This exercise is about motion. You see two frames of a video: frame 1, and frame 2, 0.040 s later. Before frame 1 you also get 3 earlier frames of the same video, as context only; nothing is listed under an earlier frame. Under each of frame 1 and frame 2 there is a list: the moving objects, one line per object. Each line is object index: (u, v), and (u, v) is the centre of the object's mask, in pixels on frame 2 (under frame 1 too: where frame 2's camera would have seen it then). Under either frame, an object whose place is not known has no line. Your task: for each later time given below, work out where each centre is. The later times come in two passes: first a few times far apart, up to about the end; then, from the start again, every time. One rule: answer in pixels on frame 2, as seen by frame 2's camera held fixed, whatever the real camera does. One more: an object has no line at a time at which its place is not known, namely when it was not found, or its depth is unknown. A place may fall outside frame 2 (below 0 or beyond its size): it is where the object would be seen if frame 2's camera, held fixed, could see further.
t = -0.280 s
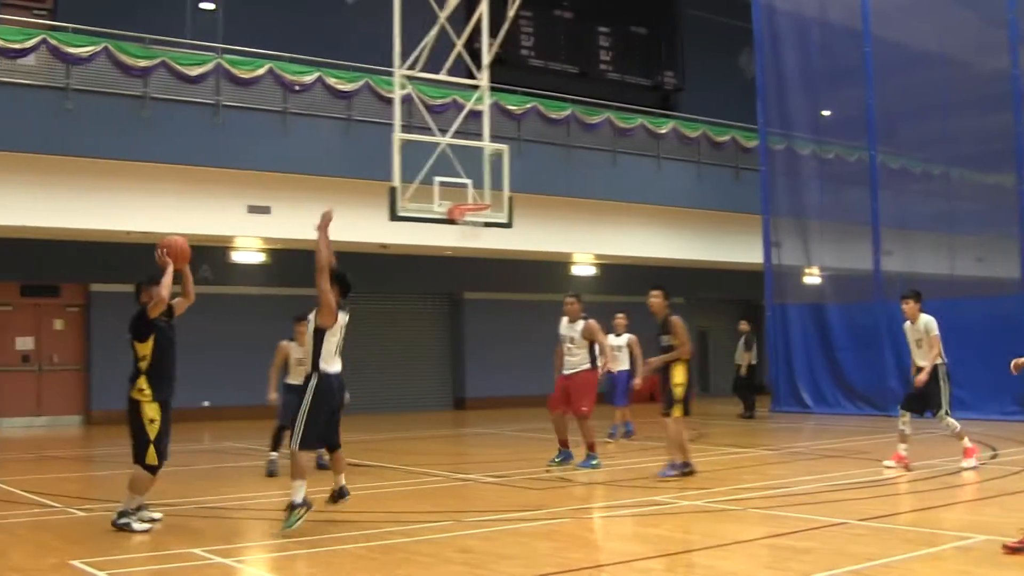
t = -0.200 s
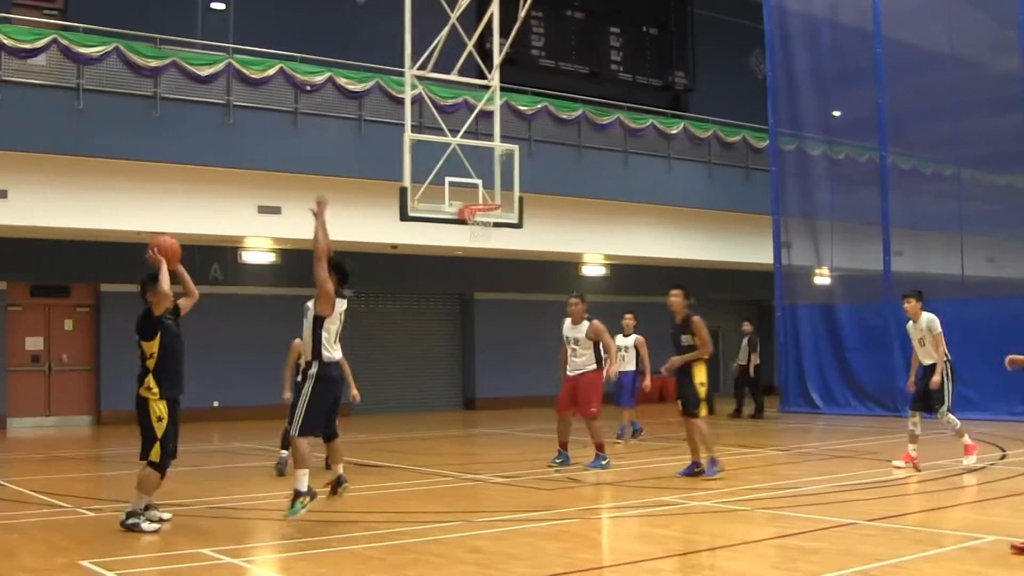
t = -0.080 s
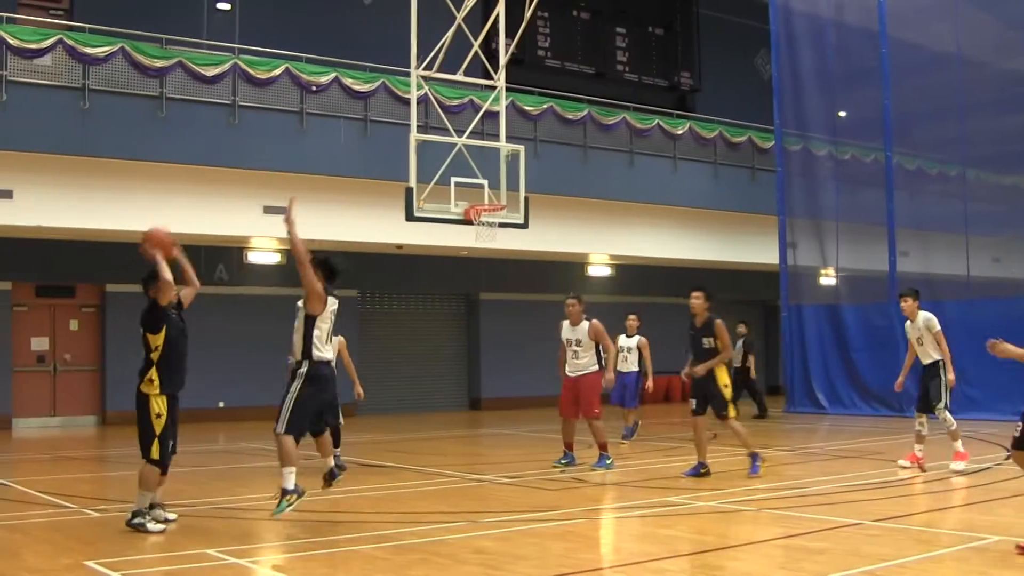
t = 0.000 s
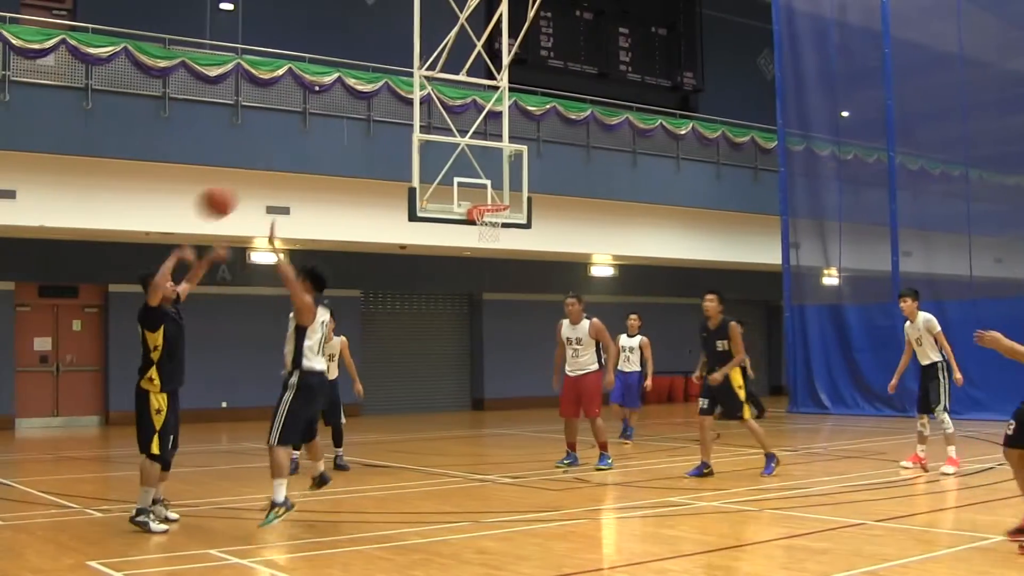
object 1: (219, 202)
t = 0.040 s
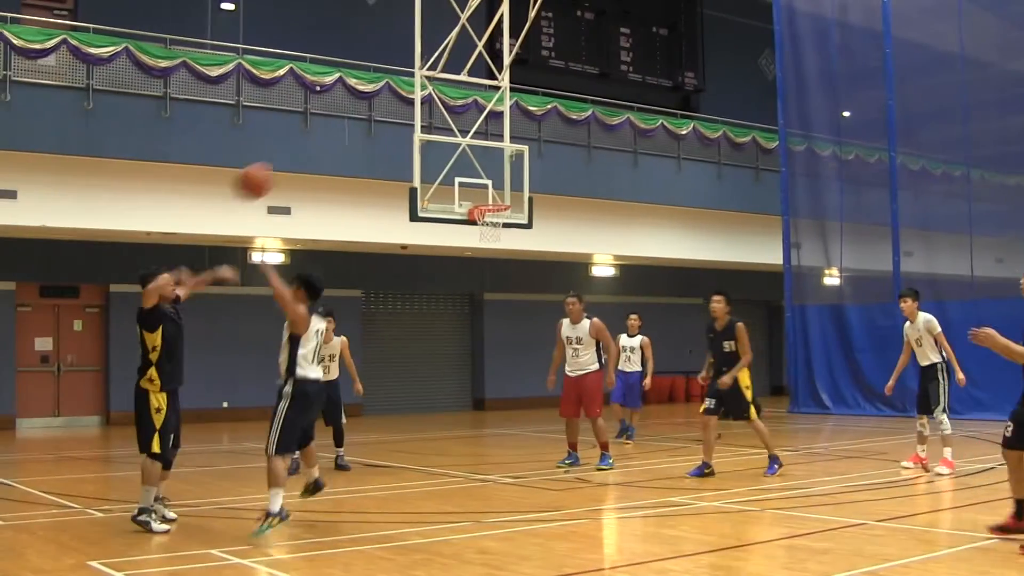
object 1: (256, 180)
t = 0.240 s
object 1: (440, 115)
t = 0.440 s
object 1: (642, 104)
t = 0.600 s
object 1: (812, 146)
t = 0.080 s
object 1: (291, 162)
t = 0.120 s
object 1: (327, 147)
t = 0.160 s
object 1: (363, 135)
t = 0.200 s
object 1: (401, 123)
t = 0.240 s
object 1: (440, 115)
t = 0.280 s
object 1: (480, 107)
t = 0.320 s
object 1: (521, 103)
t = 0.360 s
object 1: (560, 101)
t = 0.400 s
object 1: (601, 101)
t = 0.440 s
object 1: (642, 104)
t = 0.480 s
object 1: (683, 111)
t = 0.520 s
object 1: (727, 120)
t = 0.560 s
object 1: (770, 132)
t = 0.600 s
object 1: (812, 146)
